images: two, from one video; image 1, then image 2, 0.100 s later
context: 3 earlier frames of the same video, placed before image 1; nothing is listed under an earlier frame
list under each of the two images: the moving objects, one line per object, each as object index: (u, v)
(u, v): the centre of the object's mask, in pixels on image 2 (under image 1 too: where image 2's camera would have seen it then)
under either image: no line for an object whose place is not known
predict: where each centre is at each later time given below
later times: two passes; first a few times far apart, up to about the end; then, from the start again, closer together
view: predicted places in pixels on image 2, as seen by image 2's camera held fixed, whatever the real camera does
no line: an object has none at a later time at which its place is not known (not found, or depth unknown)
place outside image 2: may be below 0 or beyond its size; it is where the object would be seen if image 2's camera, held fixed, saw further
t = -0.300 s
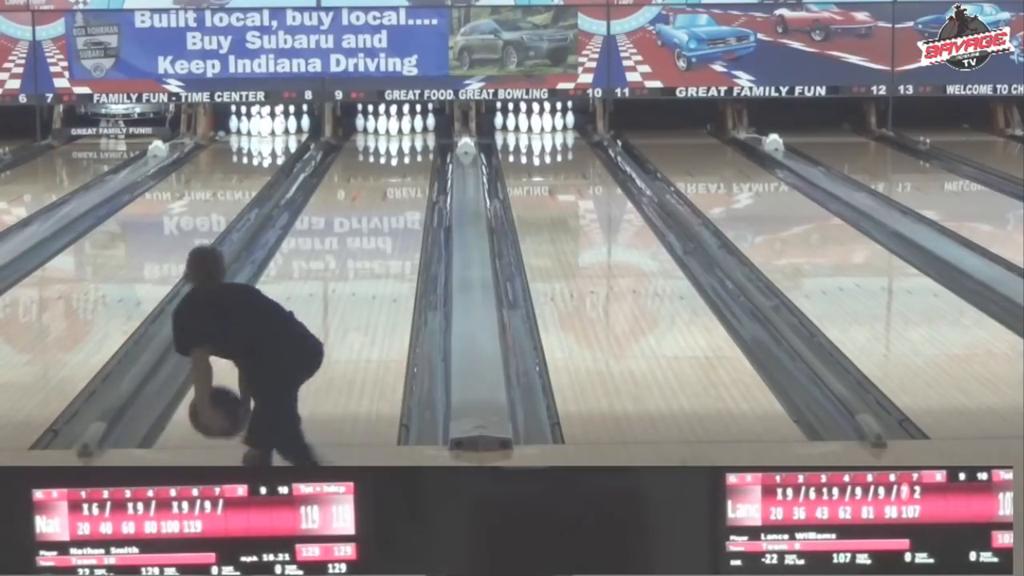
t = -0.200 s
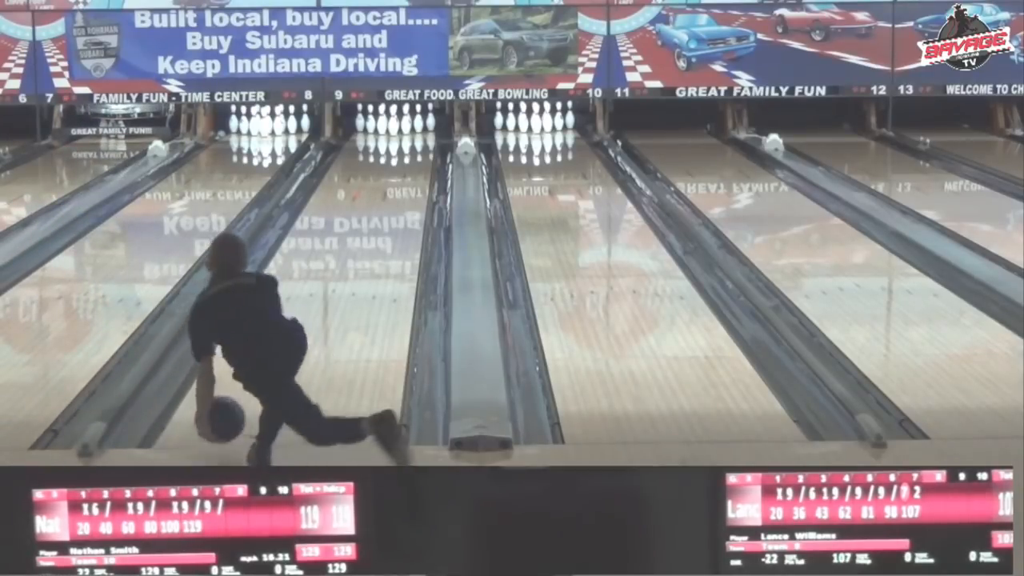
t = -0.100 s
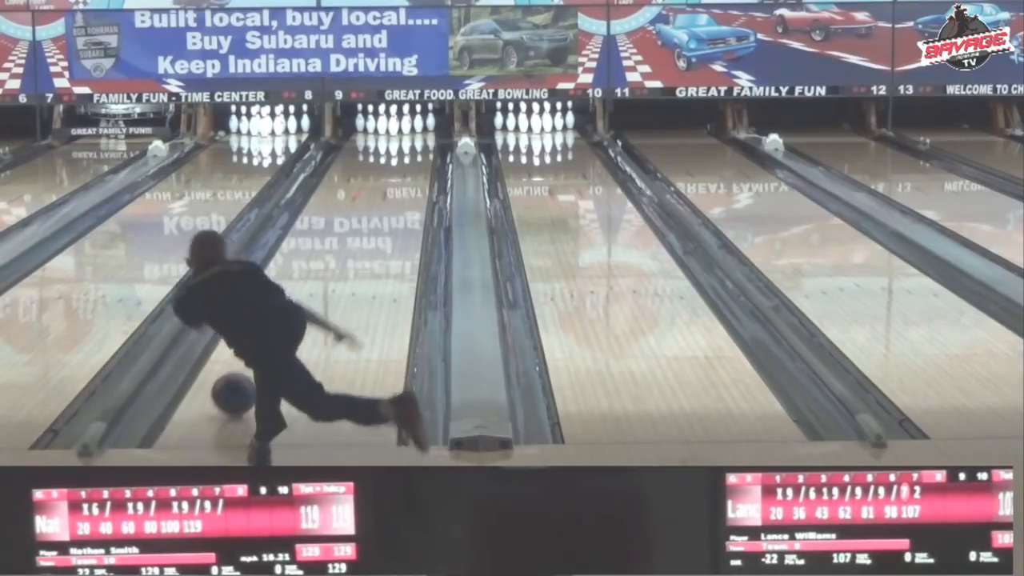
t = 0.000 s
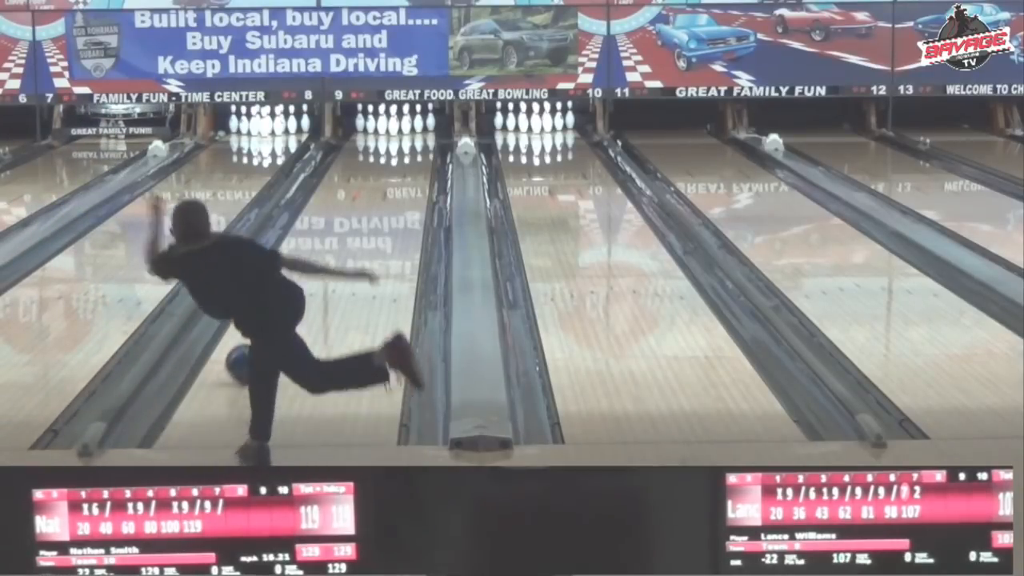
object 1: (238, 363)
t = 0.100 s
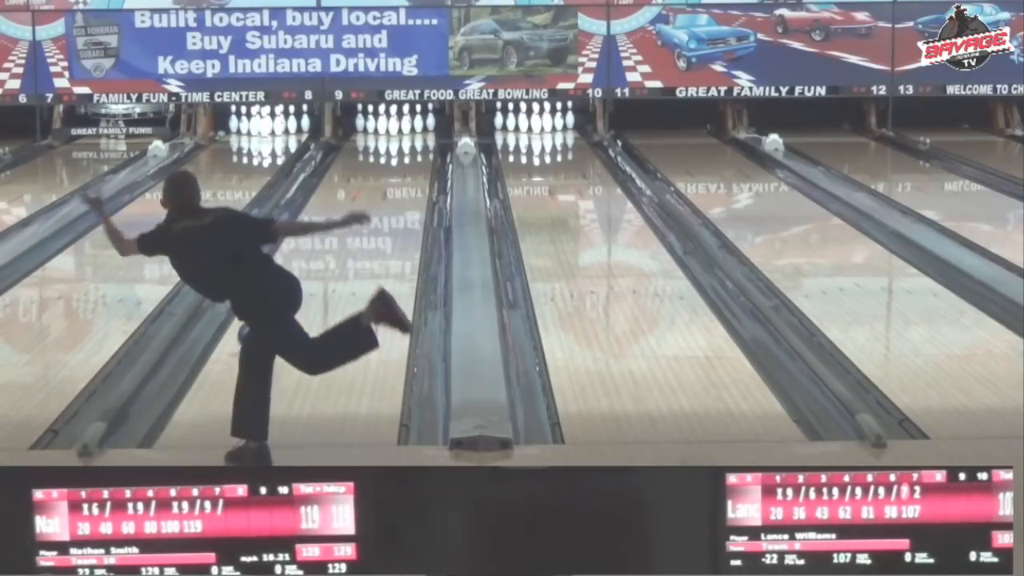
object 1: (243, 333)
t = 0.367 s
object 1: (293, 276)
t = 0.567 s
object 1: (296, 249)
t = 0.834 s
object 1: (313, 215)
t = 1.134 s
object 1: (328, 187)
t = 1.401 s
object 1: (341, 167)
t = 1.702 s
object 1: (358, 148)
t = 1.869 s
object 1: (367, 140)
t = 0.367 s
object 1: (293, 276)
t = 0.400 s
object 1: (291, 270)
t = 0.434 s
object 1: (291, 266)
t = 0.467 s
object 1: (291, 262)
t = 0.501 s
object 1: (293, 258)
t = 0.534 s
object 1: (295, 253)
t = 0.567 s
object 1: (296, 249)
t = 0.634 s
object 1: (300, 239)
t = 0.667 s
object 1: (303, 235)
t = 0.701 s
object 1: (305, 231)
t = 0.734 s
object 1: (306, 227)
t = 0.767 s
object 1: (308, 222)
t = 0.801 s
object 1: (310, 219)
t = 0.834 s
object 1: (313, 215)
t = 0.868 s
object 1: (315, 211)
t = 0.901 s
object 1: (316, 208)
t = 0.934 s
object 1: (317, 205)
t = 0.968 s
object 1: (320, 202)
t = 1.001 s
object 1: (321, 198)
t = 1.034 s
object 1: (323, 196)
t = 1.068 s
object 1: (324, 193)
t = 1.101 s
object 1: (326, 190)
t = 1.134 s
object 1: (328, 187)
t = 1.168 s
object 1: (329, 184)
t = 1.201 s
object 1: (331, 182)
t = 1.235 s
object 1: (332, 179)
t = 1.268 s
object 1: (334, 177)
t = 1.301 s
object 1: (336, 174)
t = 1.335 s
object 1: (337, 171)
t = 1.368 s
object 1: (339, 170)
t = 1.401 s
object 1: (341, 167)
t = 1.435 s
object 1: (342, 165)
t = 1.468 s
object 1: (344, 163)
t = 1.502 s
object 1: (346, 161)
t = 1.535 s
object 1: (348, 158)
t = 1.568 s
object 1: (349, 157)
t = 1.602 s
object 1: (352, 154)
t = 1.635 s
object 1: (353, 152)
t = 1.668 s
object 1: (356, 150)
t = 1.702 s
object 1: (358, 148)
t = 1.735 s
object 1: (359, 147)
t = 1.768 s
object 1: (361, 145)
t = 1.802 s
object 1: (363, 143)
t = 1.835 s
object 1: (366, 141)
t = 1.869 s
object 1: (367, 140)
